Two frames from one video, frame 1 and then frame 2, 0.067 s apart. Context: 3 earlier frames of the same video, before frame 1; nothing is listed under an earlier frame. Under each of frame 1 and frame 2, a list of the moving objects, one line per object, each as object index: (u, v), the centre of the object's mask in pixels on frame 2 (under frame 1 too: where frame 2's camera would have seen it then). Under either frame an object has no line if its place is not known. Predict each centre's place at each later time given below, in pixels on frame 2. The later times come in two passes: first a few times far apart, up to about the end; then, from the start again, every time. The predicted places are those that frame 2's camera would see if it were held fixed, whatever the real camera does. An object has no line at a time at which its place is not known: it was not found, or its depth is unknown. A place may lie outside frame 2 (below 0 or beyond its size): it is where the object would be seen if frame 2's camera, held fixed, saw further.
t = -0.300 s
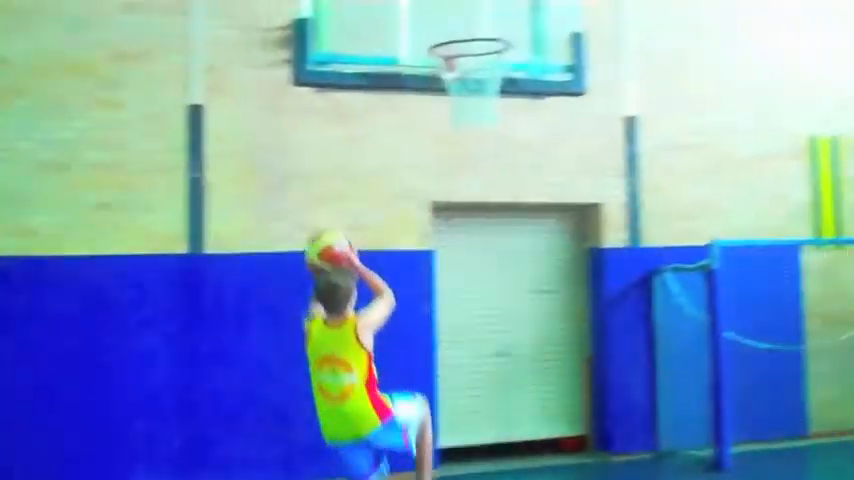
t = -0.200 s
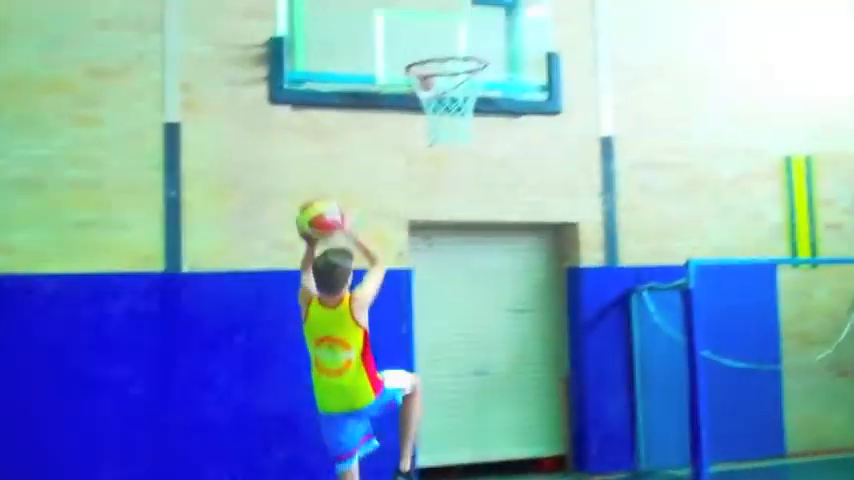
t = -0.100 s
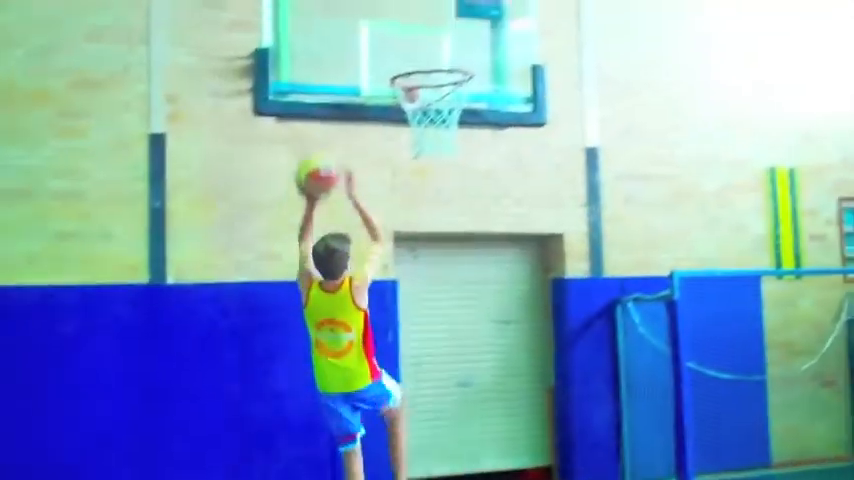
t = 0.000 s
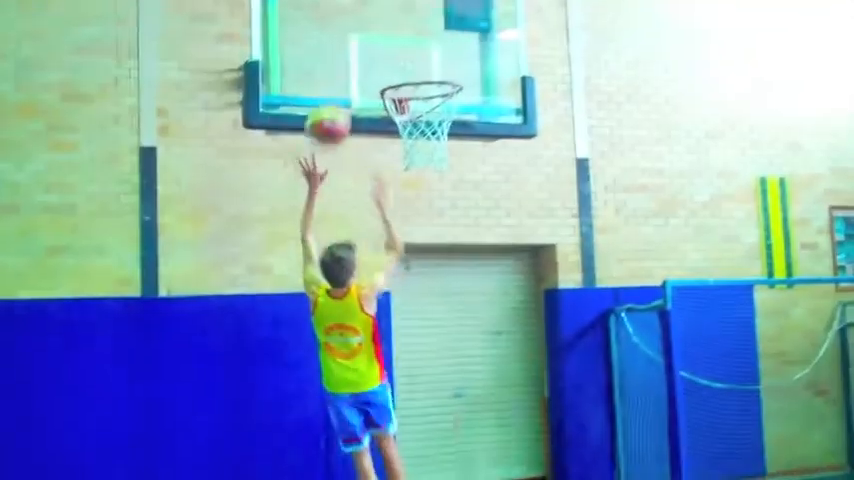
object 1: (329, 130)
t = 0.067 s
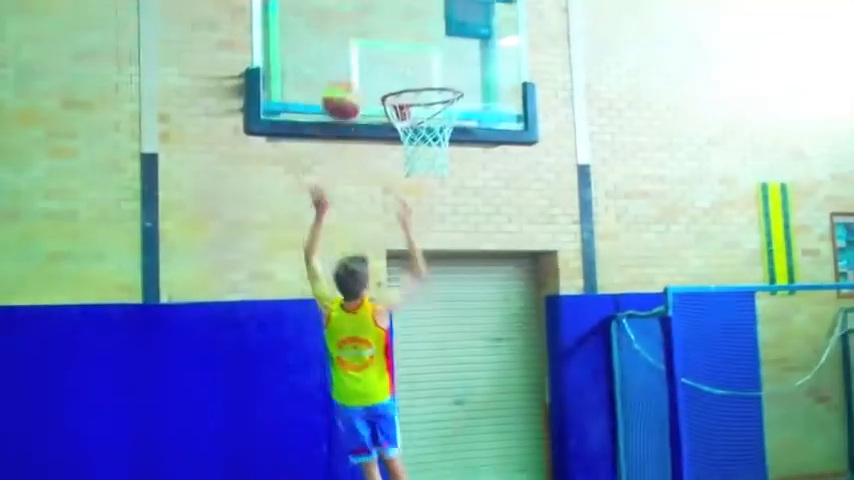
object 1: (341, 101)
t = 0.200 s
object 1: (366, 65)
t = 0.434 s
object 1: (412, 70)
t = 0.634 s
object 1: (427, 135)
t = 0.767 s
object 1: (412, 188)
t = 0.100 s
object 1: (348, 88)
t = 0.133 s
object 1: (354, 79)
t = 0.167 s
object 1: (360, 71)
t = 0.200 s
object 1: (366, 65)
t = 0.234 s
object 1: (372, 60)
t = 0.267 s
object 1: (377, 58)
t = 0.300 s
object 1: (385, 56)
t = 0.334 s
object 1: (393, 56)
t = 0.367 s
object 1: (400, 58)
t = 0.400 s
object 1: (406, 62)
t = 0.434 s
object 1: (412, 70)
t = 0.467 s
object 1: (420, 74)
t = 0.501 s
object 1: (428, 87)
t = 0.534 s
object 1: (438, 99)
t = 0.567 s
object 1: (435, 111)
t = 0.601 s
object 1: (429, 124)
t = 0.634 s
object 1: (427, 135)
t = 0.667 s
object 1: (423, 149)
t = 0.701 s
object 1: (420, 160)
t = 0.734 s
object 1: (417, 172)
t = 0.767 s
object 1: (412, 188)
